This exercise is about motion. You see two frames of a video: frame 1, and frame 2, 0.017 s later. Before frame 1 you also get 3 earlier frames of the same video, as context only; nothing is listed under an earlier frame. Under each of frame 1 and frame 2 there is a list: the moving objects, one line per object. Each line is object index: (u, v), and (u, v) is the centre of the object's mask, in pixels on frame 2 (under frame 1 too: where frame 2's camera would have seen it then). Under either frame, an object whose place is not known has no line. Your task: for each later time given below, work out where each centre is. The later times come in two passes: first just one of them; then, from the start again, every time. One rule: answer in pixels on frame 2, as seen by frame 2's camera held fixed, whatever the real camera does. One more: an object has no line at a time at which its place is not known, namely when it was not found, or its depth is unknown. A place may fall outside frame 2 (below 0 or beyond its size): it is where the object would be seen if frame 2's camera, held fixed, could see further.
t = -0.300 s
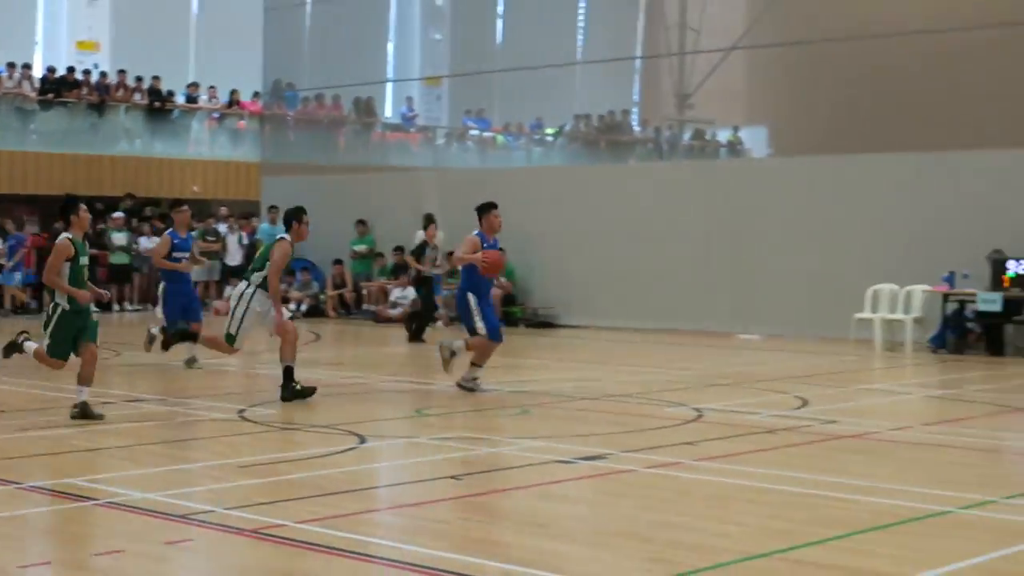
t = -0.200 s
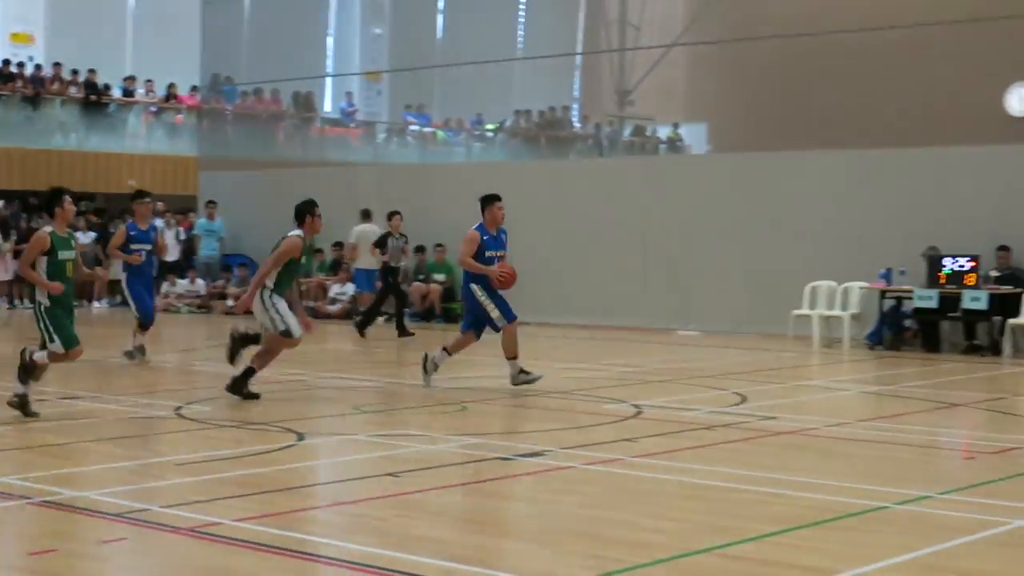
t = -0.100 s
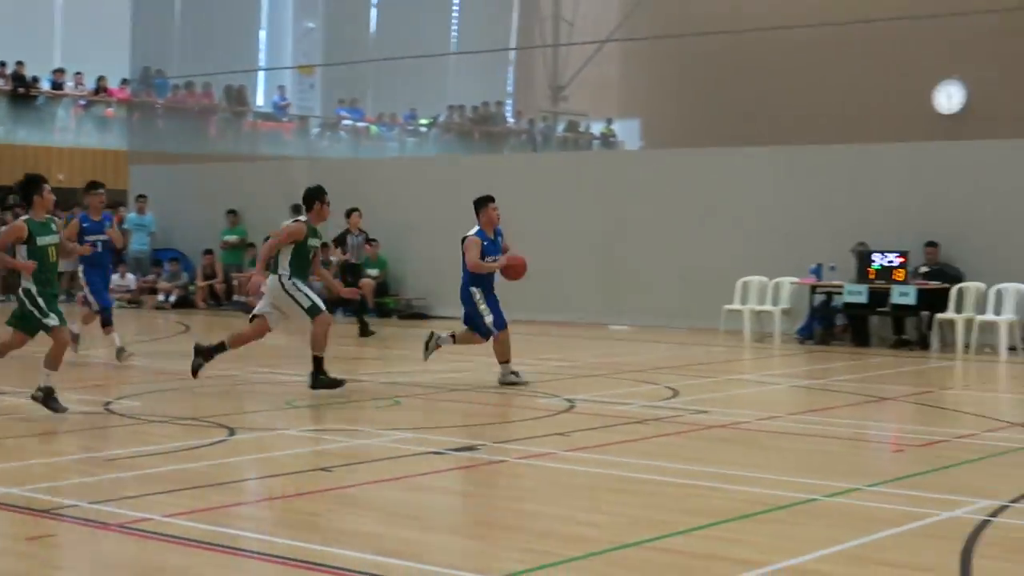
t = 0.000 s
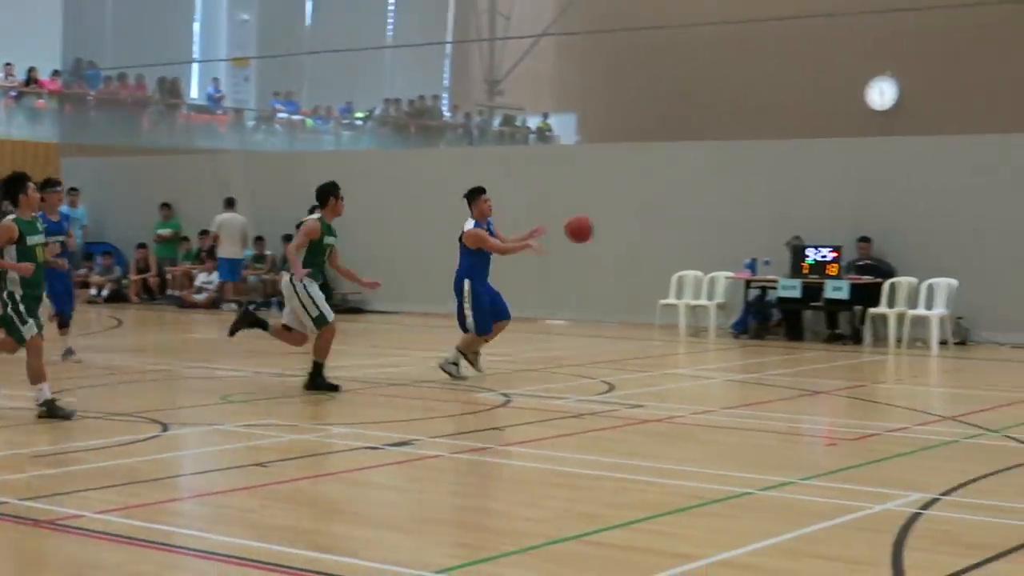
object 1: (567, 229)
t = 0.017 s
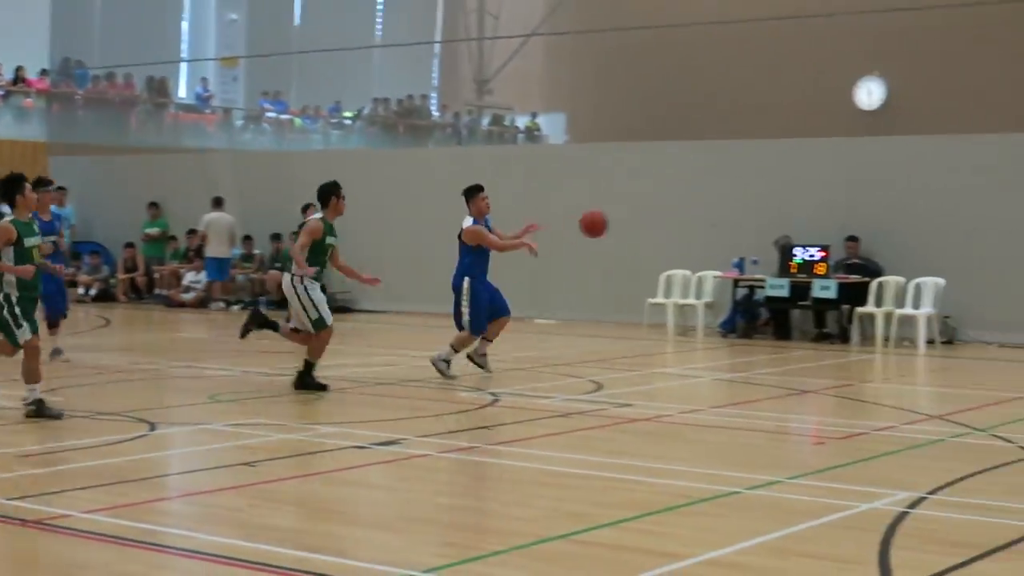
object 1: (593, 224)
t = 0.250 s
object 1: (949, 182)
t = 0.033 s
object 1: (619, 219)
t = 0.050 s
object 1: (645, 216)
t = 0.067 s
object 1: (671, 212)
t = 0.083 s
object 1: (697, 208)
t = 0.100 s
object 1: (721, 205)
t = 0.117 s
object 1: (747, 202)
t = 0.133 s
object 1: (772, 199)
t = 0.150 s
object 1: (797, 196)
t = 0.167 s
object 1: (823, 193)
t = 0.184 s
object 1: (849, 190)
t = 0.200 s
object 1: (874, 188)
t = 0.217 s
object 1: (899, 186)
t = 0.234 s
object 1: (925, 184)
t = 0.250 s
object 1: (949, 182)
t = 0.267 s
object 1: (973, 180)
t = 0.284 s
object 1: (998, 179)
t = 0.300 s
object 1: (1023, 177)
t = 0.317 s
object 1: (1048, 177)
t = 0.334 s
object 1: (1073, 178)
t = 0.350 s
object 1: (1098, 177)
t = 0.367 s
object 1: (1122, 176)
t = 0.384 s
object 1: (1148, 176)
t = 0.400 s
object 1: (1172, 177)
